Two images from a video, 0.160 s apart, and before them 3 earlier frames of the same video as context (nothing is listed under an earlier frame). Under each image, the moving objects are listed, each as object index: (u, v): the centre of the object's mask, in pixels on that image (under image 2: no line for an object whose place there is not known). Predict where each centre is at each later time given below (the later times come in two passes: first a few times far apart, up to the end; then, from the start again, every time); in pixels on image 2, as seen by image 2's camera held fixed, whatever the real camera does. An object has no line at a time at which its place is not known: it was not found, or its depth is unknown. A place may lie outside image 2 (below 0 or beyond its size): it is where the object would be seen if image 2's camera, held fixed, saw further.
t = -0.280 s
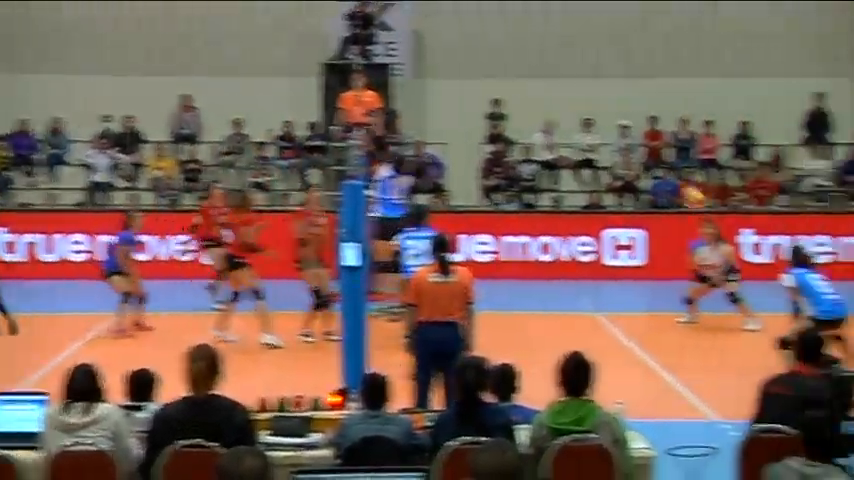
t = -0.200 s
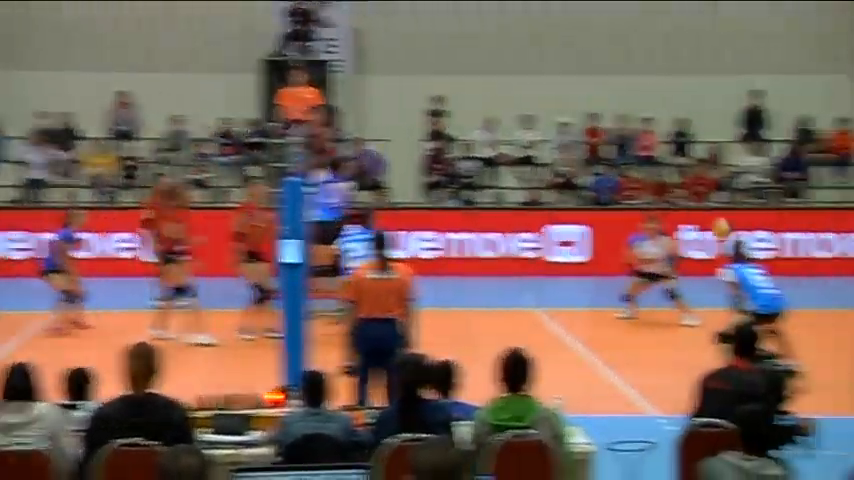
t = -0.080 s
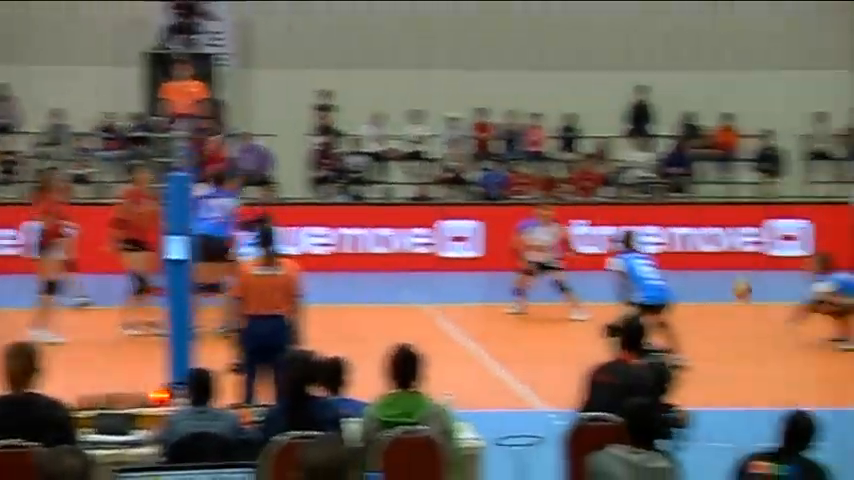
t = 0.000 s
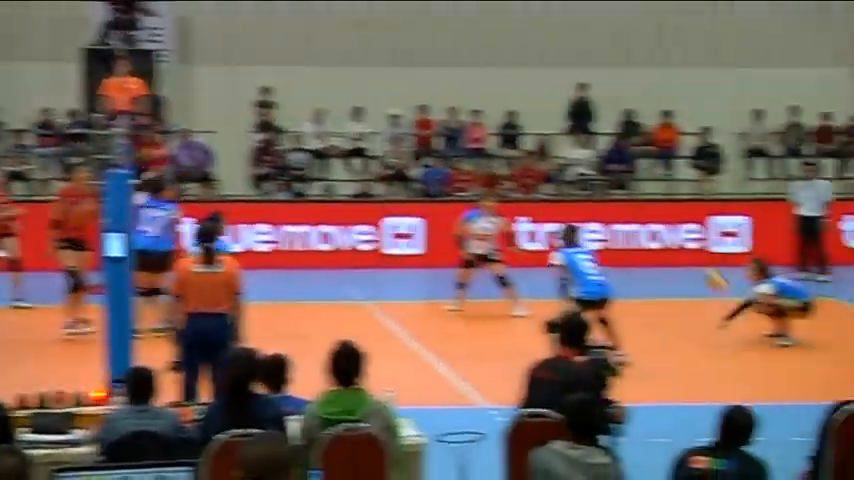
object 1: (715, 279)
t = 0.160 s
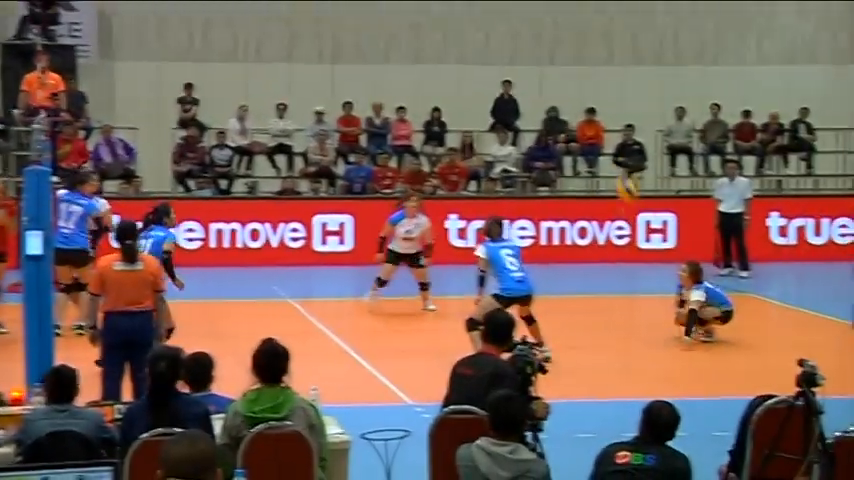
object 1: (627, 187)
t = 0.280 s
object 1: (616, 138)
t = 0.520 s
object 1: (599, 71)
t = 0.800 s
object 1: (579, 67)
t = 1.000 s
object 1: (564, 119)
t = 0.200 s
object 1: (623, 172)
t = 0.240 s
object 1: (619, 153)
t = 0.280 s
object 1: (616, 138)
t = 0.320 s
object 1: (613, 121)
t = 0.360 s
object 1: (610, 108)
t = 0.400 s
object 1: (607, 97)
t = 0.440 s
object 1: (605, 86)
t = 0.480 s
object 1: (601, 78)
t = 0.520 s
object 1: (599, 71)
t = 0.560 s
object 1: (596, 65)
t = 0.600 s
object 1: (593, 61)
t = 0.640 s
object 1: (590, 59)
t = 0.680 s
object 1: (588, 58)
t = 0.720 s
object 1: (583, 59)
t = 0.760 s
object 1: (581, 62)
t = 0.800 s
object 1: (579, 67)
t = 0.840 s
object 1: (576, 73)
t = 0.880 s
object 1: (572, 82)
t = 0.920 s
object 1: (570, 91)
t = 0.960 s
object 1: (567, 104)
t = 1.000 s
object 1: (564, 119)
